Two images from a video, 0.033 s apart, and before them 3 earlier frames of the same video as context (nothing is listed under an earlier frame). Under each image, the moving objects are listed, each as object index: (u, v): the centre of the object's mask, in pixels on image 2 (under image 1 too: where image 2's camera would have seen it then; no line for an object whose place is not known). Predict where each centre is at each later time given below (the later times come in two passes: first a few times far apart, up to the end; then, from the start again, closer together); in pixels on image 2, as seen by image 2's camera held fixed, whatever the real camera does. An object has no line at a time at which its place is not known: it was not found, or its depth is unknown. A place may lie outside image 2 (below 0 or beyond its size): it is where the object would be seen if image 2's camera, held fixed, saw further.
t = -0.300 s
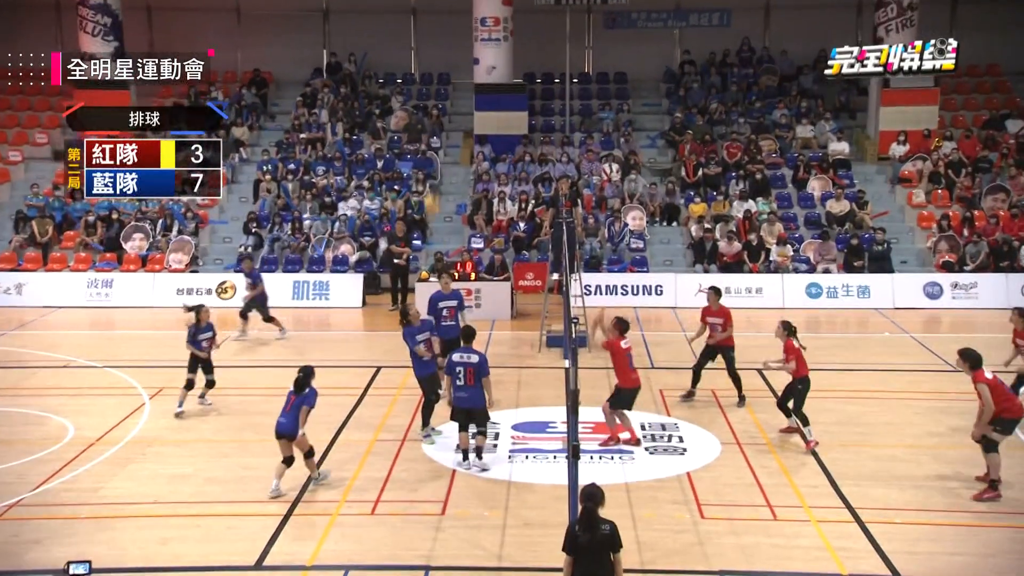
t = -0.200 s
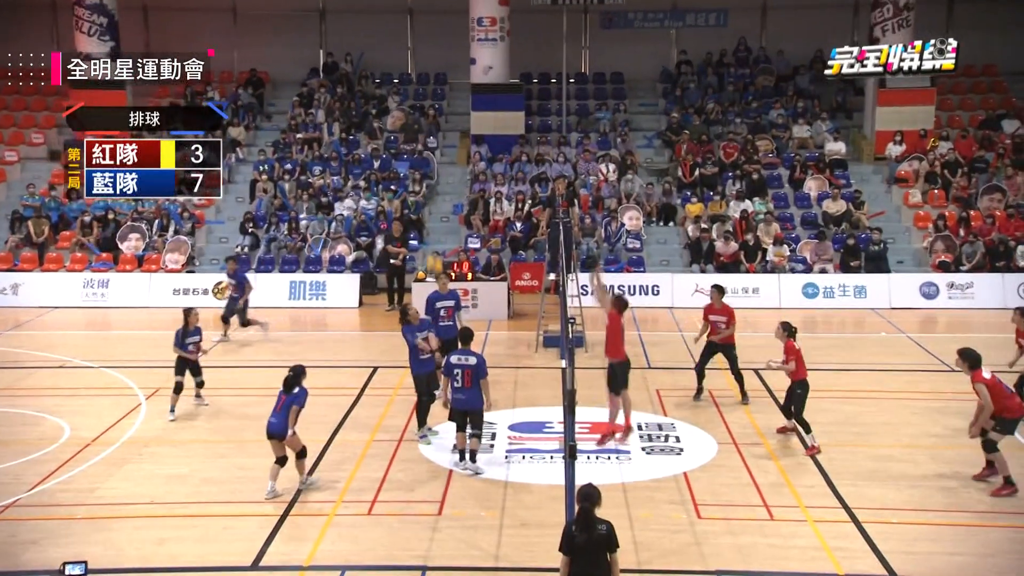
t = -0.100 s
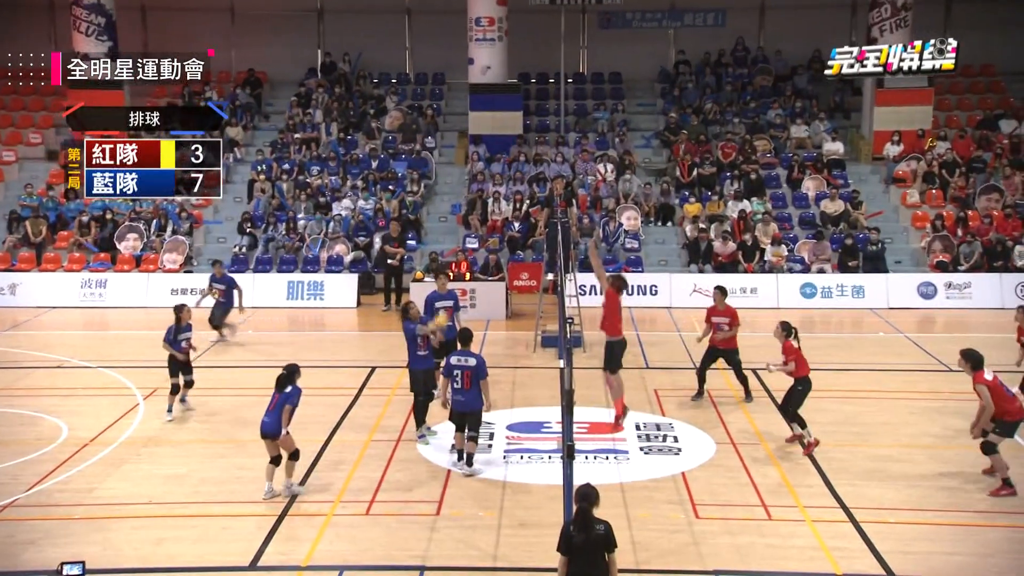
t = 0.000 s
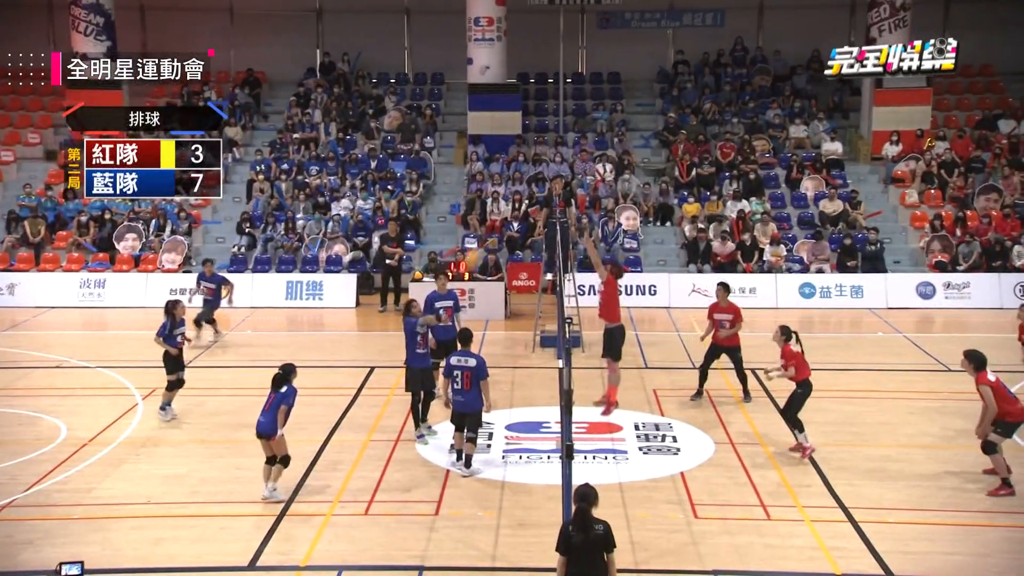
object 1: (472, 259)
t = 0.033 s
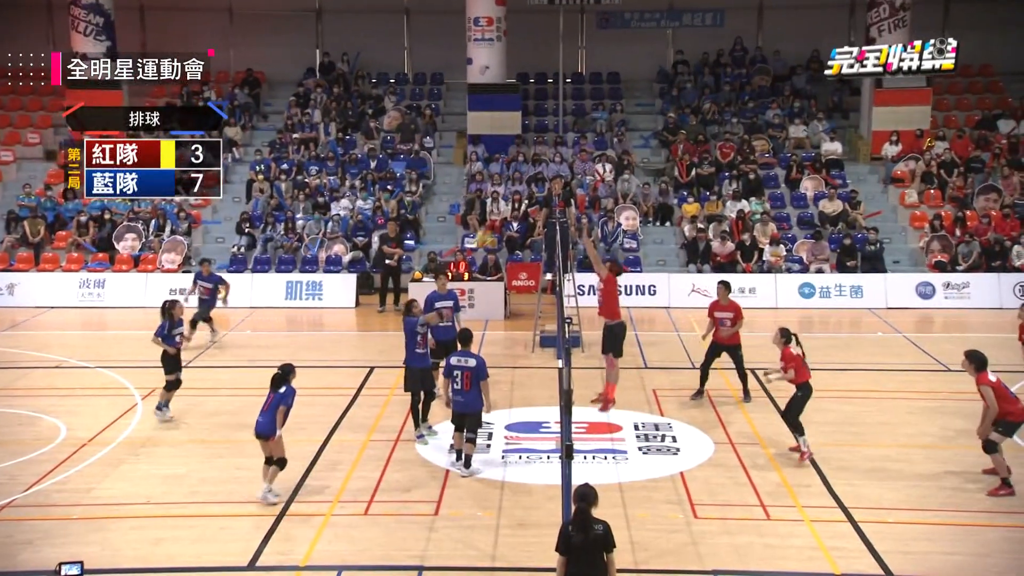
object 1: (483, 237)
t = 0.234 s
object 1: (549, 143)
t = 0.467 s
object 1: (628, 69)
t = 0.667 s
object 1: (694, 43)
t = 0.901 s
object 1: (767, 55)
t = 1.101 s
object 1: (828, 100)
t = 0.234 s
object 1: (549, 143)
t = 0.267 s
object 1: (561, 128)
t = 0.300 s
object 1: (573, 116)
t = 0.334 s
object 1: (584, 105)
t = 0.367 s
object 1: (595, 94)
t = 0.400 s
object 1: (606, 84)
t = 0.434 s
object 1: (617, 76)
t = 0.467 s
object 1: (628, 69)
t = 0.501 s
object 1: (639, 62)
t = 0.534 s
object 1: (650, 57)
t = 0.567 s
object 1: (661, 52)
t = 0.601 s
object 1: (672, 48)
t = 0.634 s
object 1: (683, 45)
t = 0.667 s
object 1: (694, 43)
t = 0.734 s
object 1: (715, 42)
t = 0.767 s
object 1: (726, 43)
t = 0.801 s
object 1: (736, 44)
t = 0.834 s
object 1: (747, 47)
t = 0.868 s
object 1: (757, 51)
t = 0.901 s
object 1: (767, 55)
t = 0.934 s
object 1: (778, 60)
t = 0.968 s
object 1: (788, 66)
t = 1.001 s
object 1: (798, 73)
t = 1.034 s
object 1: (808, 81)
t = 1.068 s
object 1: (818, 90)
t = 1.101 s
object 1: (828, 100)
